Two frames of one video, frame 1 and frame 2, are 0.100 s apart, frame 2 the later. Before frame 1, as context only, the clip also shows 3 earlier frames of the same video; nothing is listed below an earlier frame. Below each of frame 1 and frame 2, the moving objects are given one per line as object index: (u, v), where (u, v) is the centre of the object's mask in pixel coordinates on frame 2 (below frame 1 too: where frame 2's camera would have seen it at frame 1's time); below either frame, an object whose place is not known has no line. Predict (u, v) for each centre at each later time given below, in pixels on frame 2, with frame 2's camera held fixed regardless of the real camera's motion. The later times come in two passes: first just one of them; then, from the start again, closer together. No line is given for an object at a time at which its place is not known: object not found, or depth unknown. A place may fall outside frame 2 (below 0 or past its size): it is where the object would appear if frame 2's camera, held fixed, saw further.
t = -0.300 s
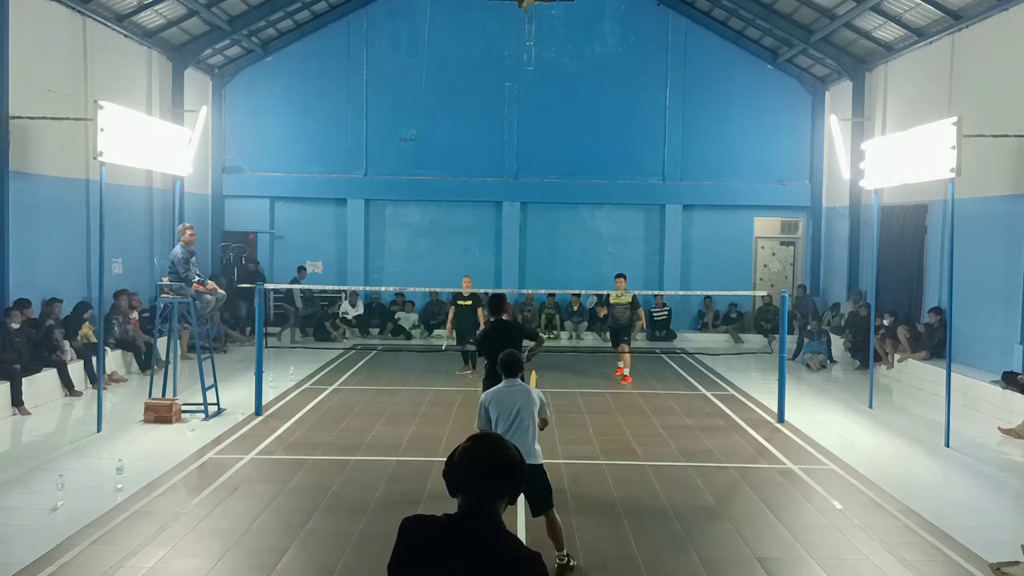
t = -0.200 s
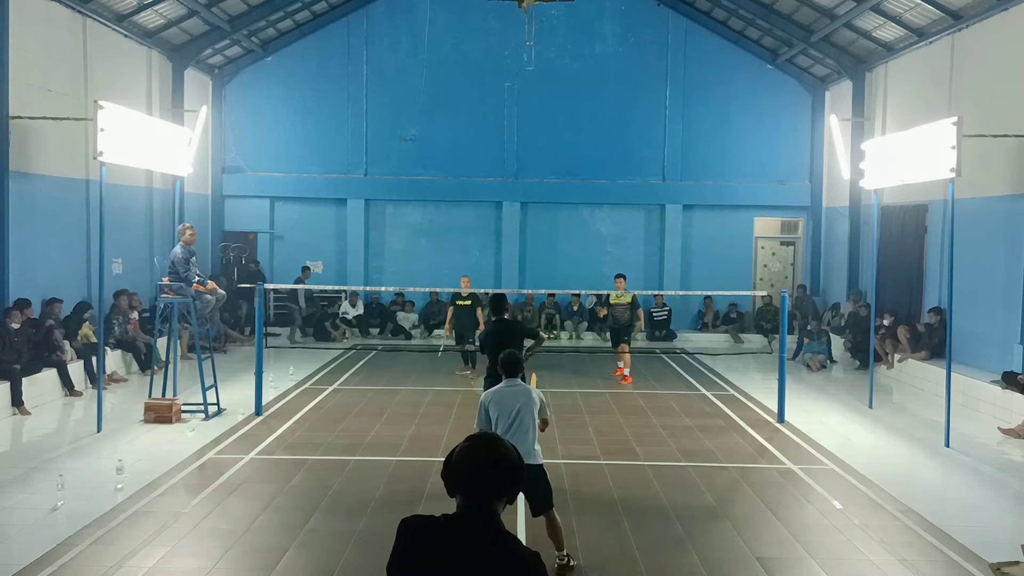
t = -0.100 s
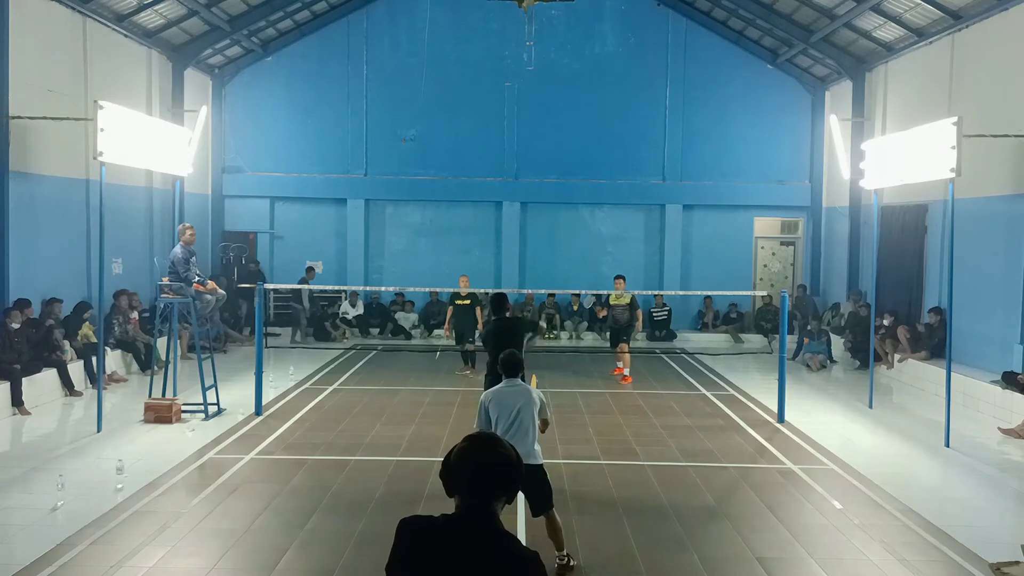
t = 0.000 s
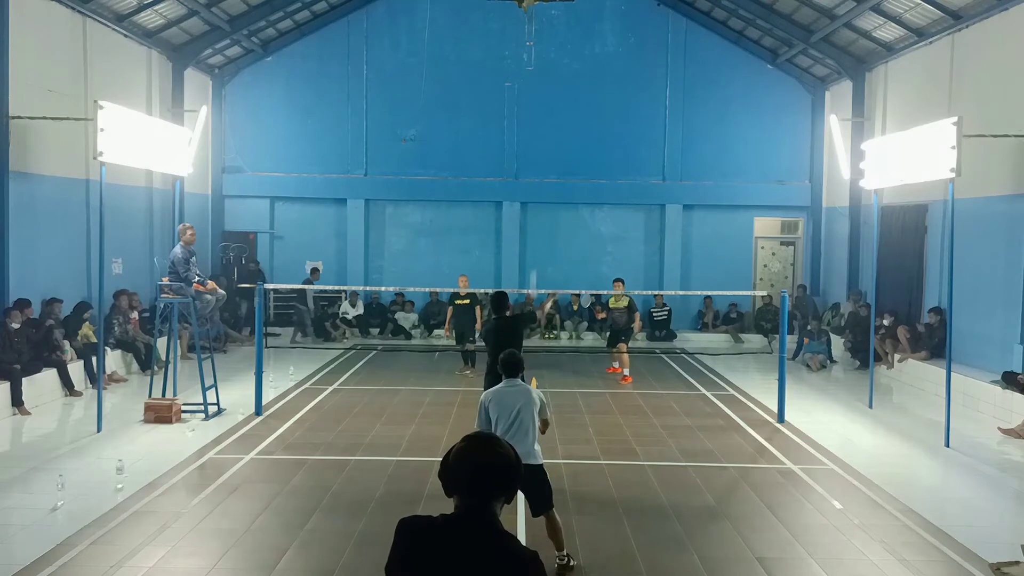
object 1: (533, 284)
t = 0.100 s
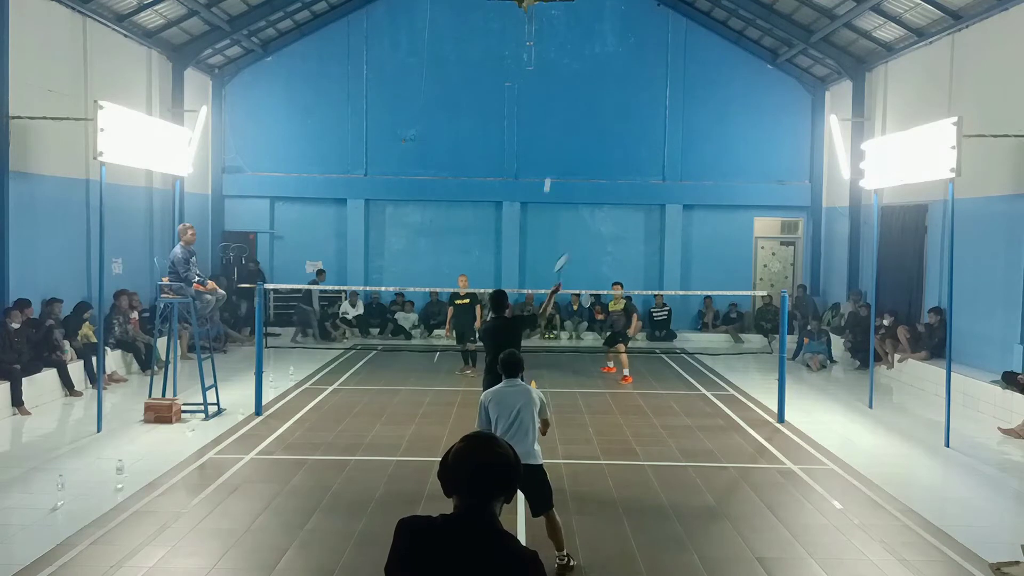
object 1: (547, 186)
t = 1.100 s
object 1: (579, 170)
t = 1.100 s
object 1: (579, 170)
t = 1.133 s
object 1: (579, 177)
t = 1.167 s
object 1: (579, 186)
